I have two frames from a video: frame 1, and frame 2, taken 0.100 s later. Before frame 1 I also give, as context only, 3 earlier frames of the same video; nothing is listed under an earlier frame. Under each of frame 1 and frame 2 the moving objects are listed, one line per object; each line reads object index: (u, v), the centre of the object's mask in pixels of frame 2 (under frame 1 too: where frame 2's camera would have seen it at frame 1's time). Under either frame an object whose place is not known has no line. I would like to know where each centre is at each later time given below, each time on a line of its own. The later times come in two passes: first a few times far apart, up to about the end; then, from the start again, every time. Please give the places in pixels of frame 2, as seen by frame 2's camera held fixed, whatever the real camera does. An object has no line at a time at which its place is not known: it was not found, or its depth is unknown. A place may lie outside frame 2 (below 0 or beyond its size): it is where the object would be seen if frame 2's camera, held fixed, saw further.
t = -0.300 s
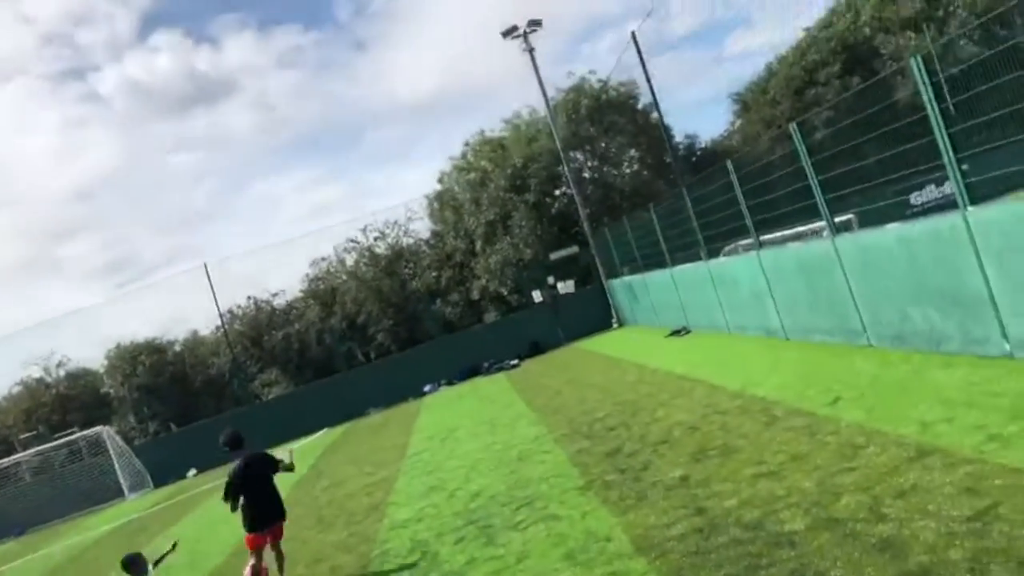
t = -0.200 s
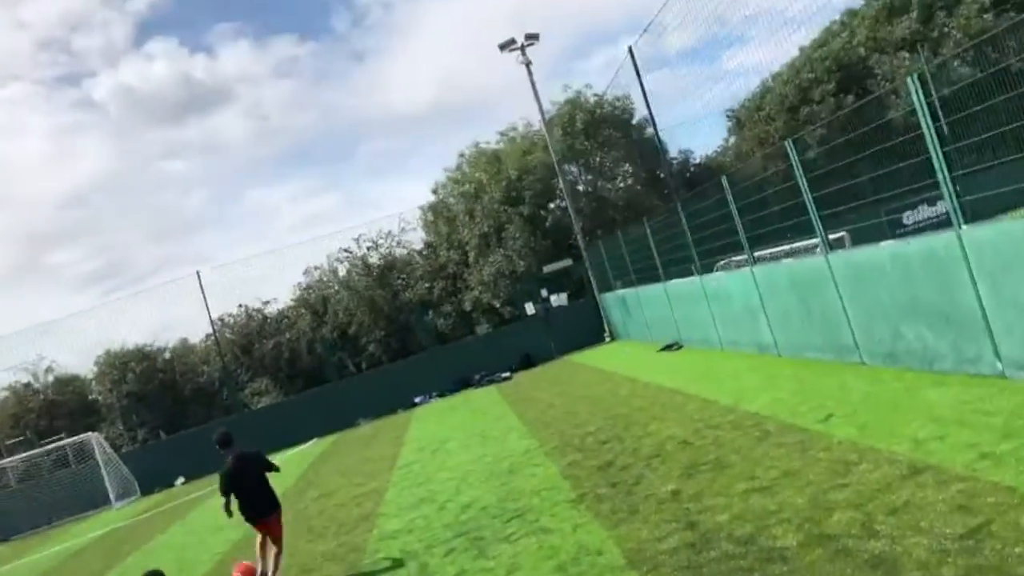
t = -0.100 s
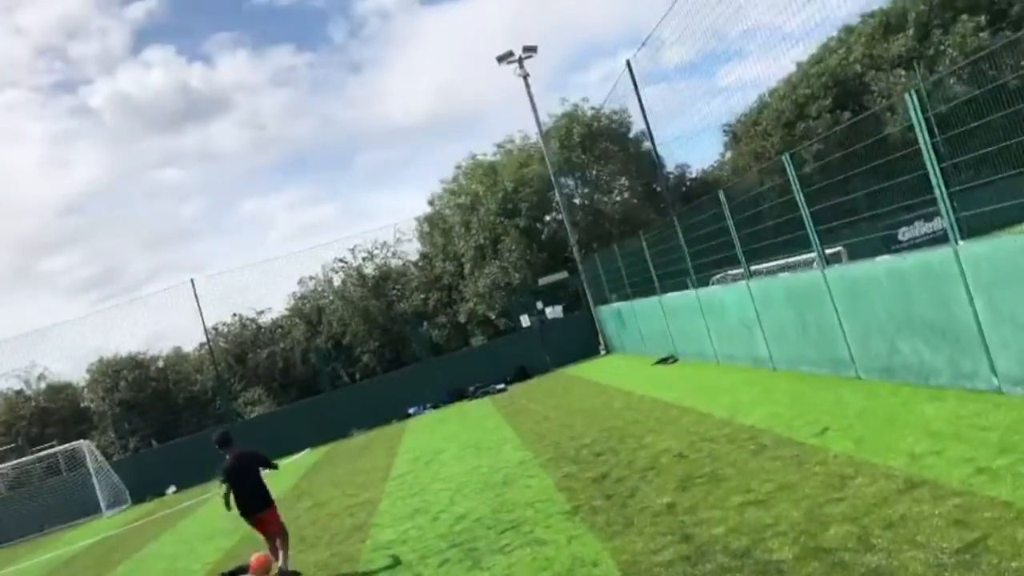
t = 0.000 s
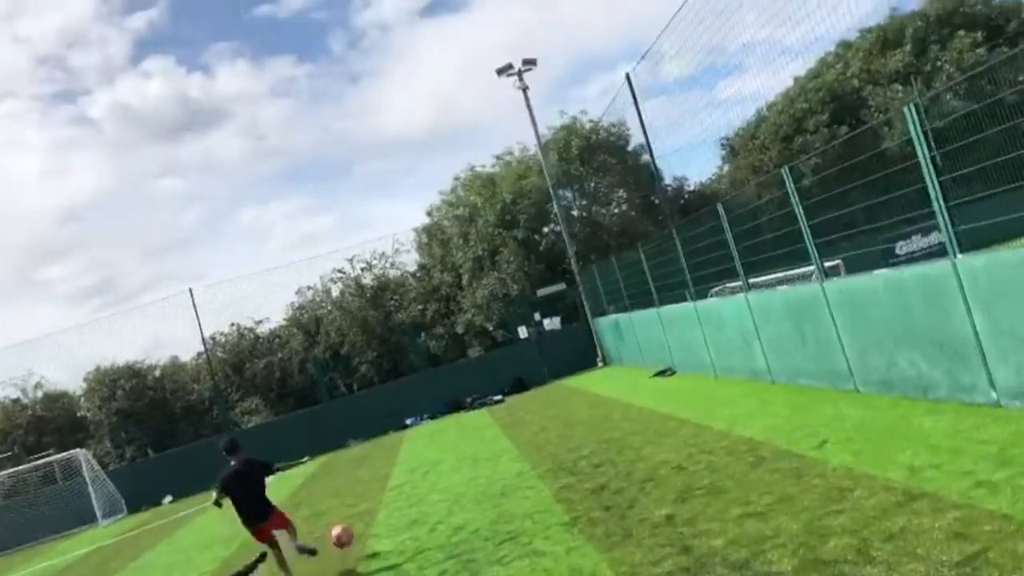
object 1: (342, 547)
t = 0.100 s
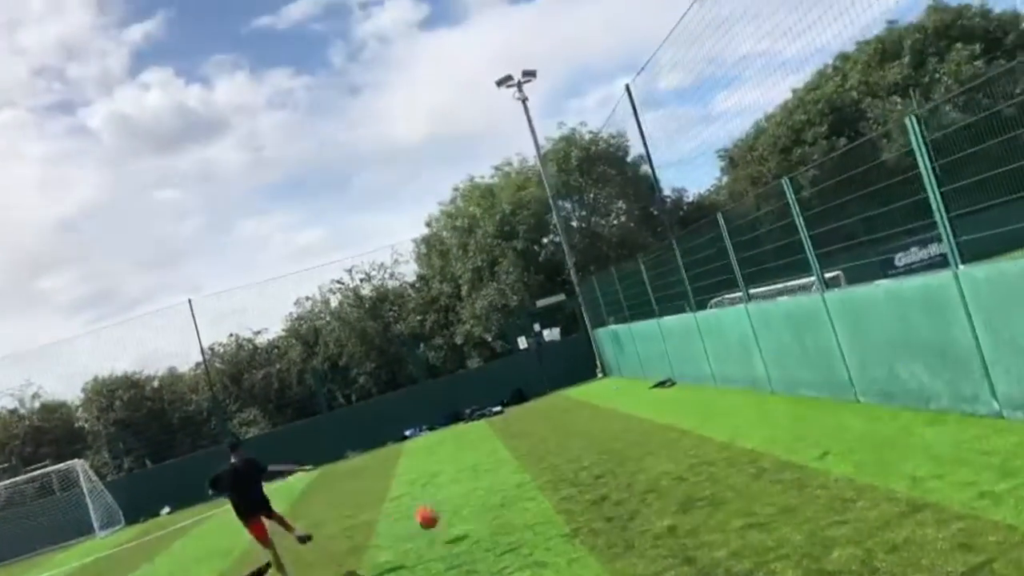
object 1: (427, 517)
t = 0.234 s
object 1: (542, 496)
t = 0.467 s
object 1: (678, 443)
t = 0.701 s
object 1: (792, 409)
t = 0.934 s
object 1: (805, 396)
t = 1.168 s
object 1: (716, 432)
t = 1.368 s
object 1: (680, 435)
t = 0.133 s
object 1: (456, 510)
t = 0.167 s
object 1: (484, 504)
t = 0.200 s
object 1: (513, 500)
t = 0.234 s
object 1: (542, 496)
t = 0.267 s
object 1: (567, 491)
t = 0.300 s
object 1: (585, 480)
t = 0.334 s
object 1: (603, 470)
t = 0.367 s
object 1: (622, 461)
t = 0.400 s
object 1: (640, 455)
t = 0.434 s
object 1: (660, 448)
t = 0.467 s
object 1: (678, 443)
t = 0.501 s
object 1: (697, 440)
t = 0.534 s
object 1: (716, 437)
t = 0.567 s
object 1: (735, 435)
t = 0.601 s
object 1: (749, 429)
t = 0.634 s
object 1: (763, 421)
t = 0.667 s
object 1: (778, 415)
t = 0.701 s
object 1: (792, 409)
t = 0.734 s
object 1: (807, 404)
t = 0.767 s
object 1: (820, 401)
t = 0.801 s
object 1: (834, 399)
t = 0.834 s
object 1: (847, 396)
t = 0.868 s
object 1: (831, 395)
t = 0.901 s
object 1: (818, 395)
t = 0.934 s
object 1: (805, 396)
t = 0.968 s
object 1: (791, 398)
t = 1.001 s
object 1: (778, 400)
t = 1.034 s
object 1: (765, 404)
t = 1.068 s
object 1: (752, 409)
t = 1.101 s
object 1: (738, 416)
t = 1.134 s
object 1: (727, 423)
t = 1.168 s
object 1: (716, 432)
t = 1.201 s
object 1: (706, 436)
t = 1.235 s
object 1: (701, 434)
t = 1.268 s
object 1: (694, 432)
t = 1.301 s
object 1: (689, 432)
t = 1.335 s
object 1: (685, 433)
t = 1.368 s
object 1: (680, 435)
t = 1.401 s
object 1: (675, 438)
